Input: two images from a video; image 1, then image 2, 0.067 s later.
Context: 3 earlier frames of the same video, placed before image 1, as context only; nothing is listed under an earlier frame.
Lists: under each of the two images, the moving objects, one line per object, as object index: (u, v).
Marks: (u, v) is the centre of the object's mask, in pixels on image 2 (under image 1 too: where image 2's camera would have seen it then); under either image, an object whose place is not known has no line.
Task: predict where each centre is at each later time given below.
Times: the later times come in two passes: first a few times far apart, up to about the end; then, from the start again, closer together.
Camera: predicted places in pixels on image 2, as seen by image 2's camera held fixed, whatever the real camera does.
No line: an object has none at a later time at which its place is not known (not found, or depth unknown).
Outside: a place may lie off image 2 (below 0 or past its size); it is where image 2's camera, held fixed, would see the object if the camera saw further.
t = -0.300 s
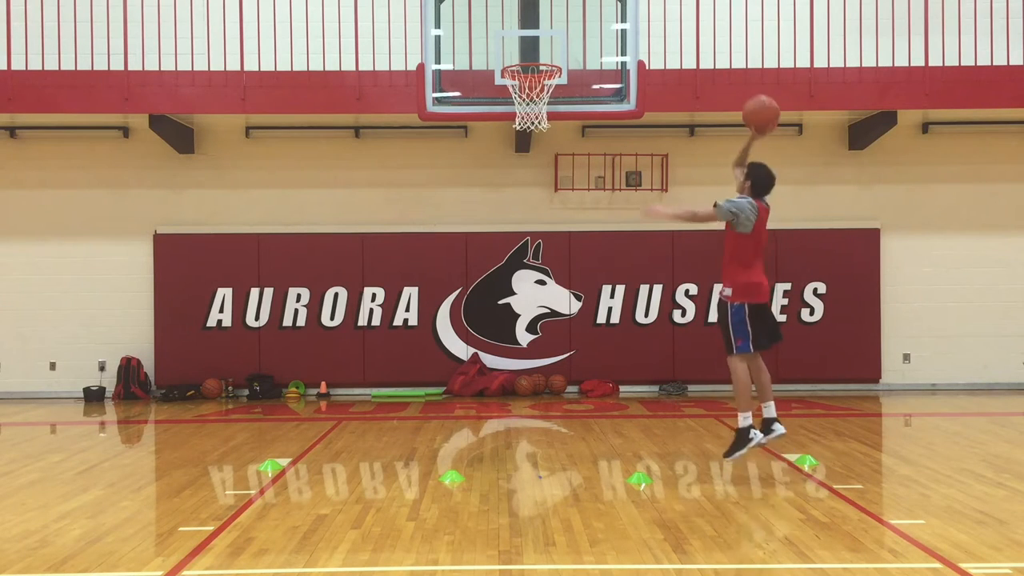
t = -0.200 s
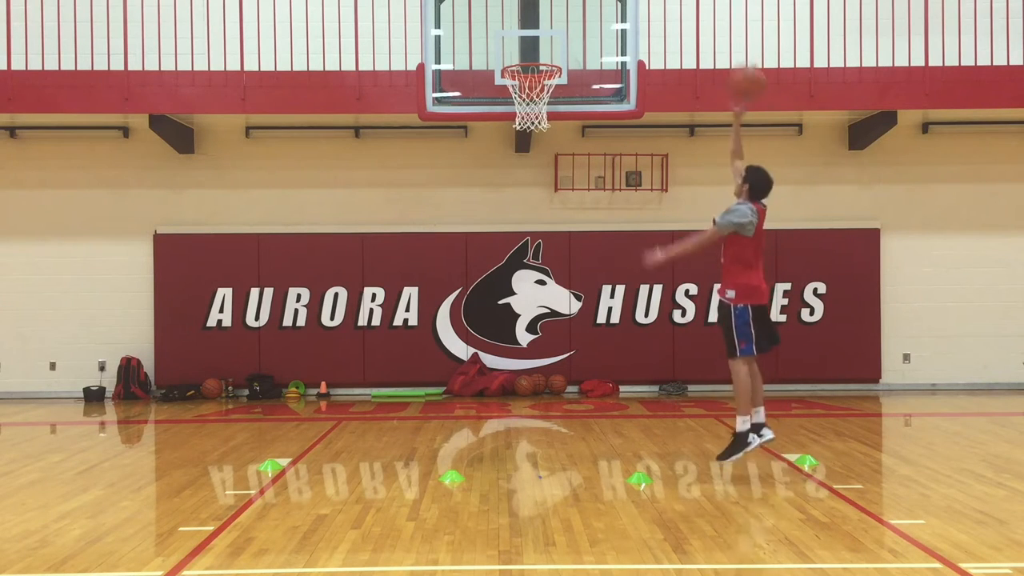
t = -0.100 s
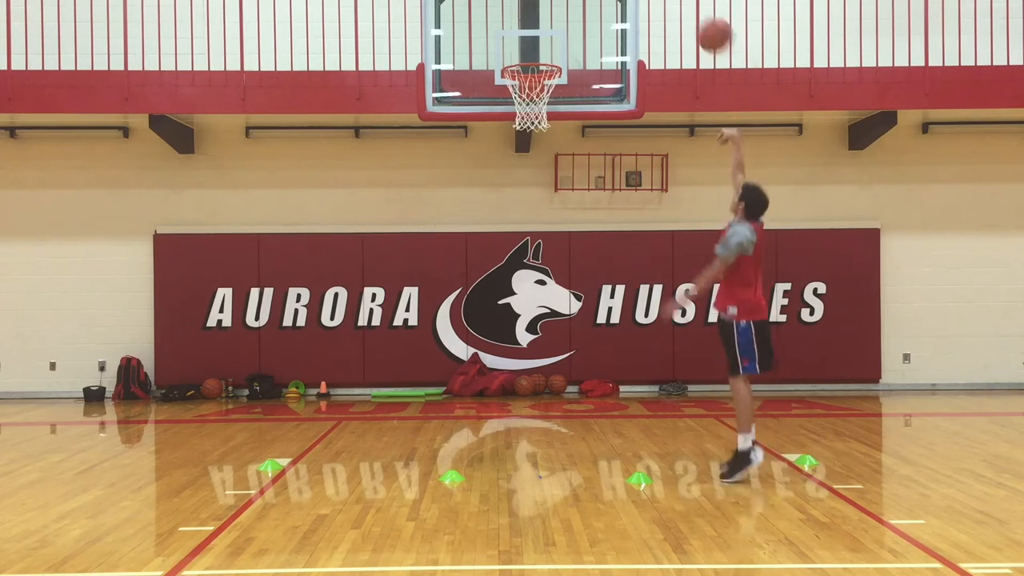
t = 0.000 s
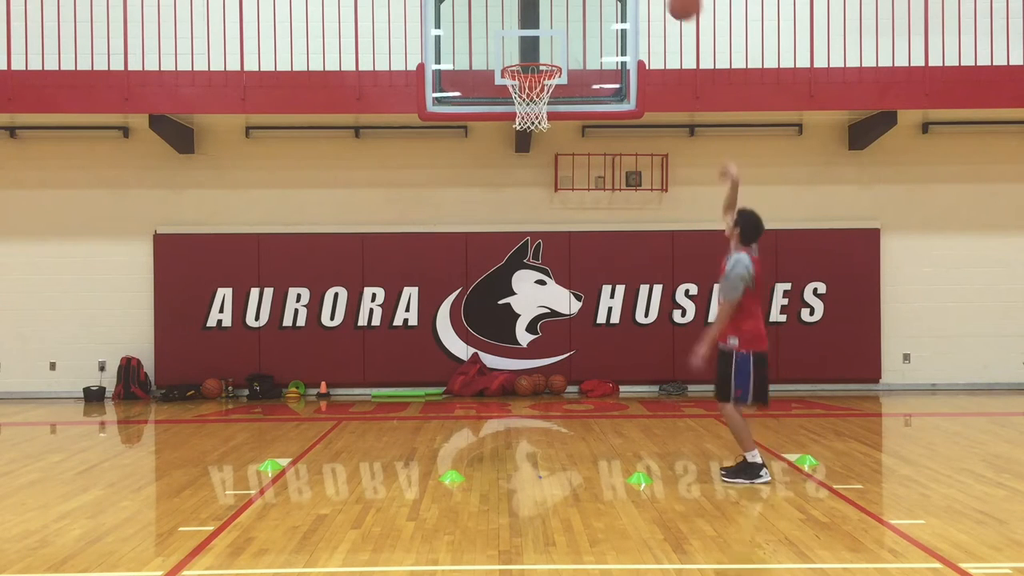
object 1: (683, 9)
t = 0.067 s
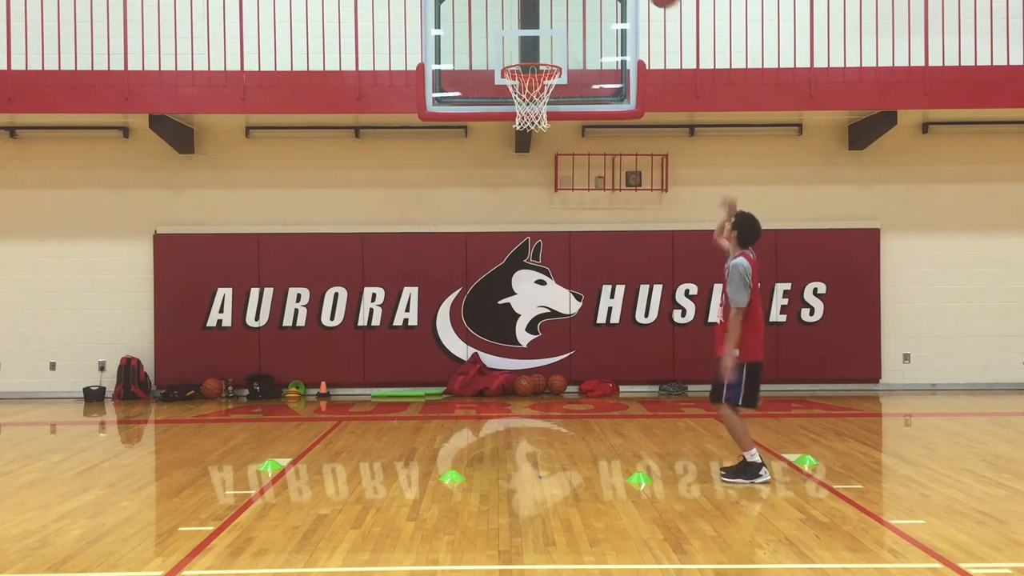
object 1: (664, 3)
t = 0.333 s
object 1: (594, 7)
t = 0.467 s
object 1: (562, 40)
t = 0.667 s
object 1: (570, 26)
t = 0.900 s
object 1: (592, 46)
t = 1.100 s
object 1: (614, 122)
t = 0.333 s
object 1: (594, 7)
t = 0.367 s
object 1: (586, 11)
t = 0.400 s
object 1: (578, 18)
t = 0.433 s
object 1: (570, 28)
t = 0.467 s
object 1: (562, 40)
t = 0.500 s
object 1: (555, 51)
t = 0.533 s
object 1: (557, 45)
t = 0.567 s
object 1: (560, 39)
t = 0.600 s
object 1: (564, 33)
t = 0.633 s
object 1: (567, 29)
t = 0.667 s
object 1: (570, 26)
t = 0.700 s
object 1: (573, 25)
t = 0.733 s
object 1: (576, 24)
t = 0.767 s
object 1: (579, 26)
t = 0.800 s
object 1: (582, 29)
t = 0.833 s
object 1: (586, 33)
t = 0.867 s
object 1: (589, 39)
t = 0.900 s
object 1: (592, 46)
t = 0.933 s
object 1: (596, 54)
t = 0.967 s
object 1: (599, 63)
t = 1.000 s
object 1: (604, 76)
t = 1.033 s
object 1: (607, 88)
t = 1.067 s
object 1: (610, 104)
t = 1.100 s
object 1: (614, 122)
